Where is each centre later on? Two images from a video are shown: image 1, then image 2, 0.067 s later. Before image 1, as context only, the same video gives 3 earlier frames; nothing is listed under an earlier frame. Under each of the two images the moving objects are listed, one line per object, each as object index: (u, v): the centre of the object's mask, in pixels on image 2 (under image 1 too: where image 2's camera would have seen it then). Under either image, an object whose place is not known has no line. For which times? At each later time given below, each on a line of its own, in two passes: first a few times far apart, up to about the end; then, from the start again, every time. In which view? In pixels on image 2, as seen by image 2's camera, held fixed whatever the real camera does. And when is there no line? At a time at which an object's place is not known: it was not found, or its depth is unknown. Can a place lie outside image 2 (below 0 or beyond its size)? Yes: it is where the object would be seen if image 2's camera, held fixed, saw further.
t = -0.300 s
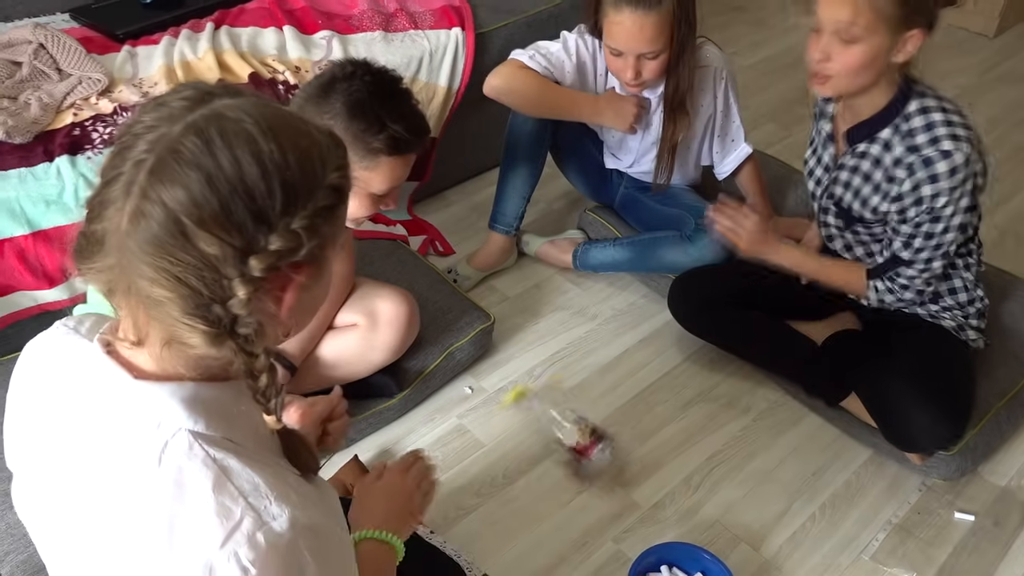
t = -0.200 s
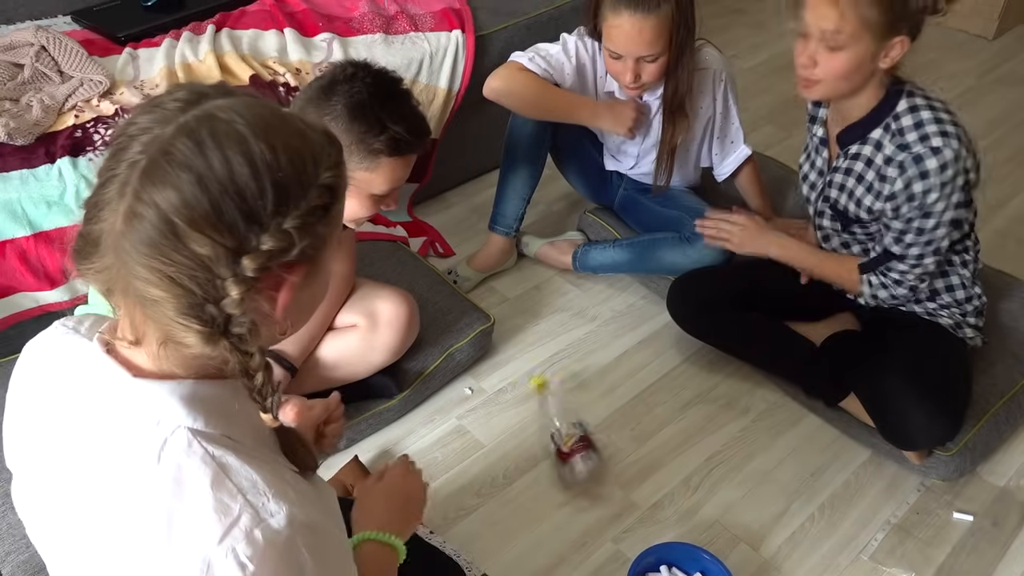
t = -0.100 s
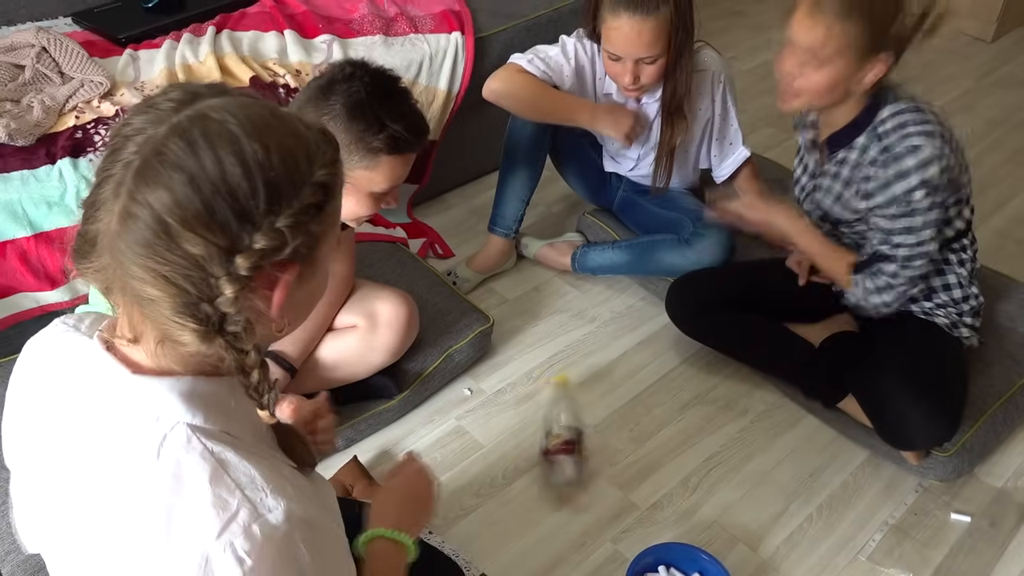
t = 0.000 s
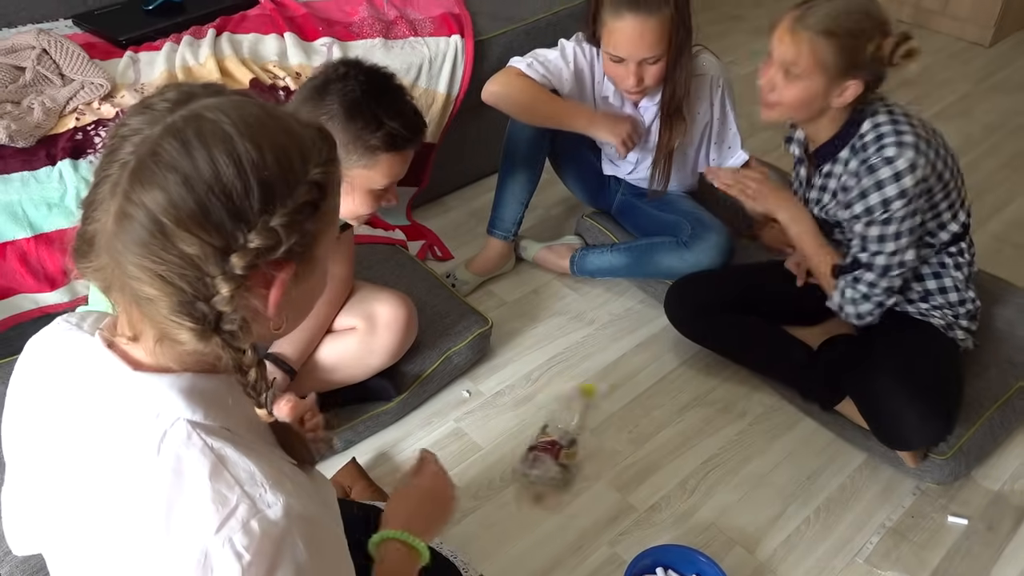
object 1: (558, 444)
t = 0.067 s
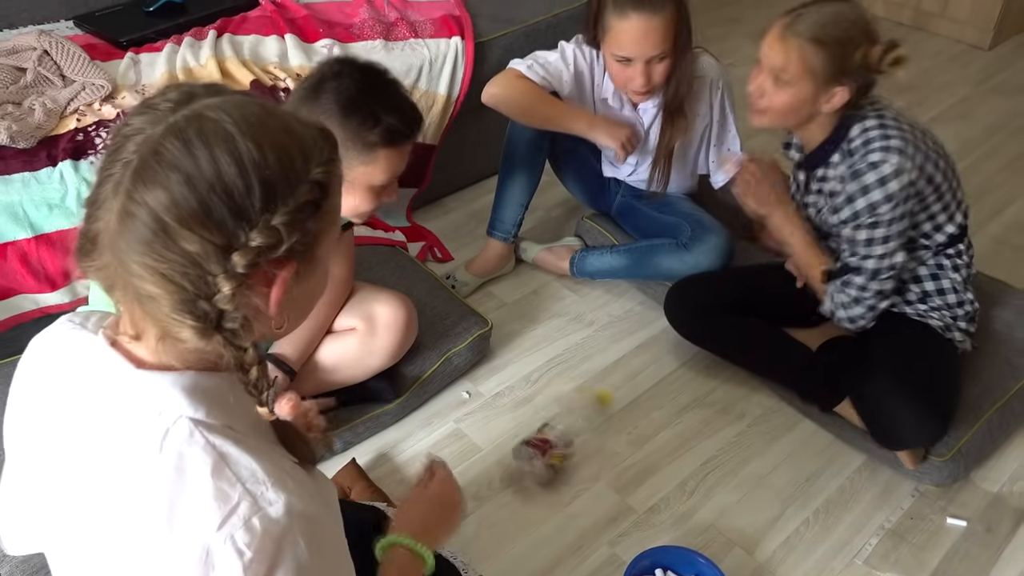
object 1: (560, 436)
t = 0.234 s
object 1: (558, 441)
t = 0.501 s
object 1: (560, 440)
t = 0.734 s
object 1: (557, 440)
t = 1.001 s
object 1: (549, 437)
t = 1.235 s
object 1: (549, 430)
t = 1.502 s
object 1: (551, 427)
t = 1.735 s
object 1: (549, 434)
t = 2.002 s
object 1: (542, 431)
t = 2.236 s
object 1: (535, 427)
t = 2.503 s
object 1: (524, 419)
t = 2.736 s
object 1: (514, 411)
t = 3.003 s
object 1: (530, 415)
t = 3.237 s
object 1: (533, 417)
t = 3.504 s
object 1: (533, 420)
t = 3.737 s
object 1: (531, 426)
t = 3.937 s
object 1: (529, 426)
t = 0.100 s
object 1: (563, 437)
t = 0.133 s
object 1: (565, 440)
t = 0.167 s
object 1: (560, 442)
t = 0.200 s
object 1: (560, 441)
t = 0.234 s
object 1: (558, 441)
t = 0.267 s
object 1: (559, 438)
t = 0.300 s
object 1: (556, 439)
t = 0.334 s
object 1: (556, 440)
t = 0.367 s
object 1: (558, 440)
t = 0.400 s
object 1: (557, 439)
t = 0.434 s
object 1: (559, 439)
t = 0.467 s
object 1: (560, 439)
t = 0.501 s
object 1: (560, 440)
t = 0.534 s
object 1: (559, 439)
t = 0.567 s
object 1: (558, 437)
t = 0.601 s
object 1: (557, 435)
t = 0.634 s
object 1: (557, 437)
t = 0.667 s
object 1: (557, 437)
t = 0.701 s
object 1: (557, 439)
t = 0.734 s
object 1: (557, 440)
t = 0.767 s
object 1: (556, 438)
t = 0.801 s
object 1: (556, 438)
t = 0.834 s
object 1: (554, 437)
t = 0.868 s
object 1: (553, 437)
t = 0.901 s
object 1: (549, 437)
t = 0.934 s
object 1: (549, 439)
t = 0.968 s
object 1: (550, 437)
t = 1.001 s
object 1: (549, 437)
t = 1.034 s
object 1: (548, 439)
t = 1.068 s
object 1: (548, 438)
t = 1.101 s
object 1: (548, 438)
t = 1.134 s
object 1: (547, 435)
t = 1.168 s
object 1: (551, 432)
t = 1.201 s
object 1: (552, 432)
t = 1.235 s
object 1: (549, 430)
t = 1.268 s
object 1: (546, 430)
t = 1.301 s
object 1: (549, 428)
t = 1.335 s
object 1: (547, 429)
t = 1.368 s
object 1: (551, 429)
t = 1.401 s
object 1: (552, 428)
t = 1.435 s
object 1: (551, 428)
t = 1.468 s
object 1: (553, 428)
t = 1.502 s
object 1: (551, 427)
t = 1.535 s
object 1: (551, 428)
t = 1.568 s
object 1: (552, 429)
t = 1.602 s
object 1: (552, 431)
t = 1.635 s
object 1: (551, 431)
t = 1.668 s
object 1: (551, 434)
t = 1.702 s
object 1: (551, 434)
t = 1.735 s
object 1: (549, 434)
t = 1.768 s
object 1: (549, 434)
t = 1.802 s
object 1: (547, 435)
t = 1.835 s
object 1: (546, 434)
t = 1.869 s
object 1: (545, 433)
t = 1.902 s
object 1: (541, 432)
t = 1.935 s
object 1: (540, 432)
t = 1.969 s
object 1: (538, 433)
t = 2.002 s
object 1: (542, 431)
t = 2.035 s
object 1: (540, 431)
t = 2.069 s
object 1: (539, 430)
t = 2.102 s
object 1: (539, 429)
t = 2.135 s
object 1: (540, 428)
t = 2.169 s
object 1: (539, 427)
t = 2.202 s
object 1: (537, 427)
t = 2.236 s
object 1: (535, 427)
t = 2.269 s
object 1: (533, 426)
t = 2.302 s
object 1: (533, 425)
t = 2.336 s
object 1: (533, 424)
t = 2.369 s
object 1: (533, 423)
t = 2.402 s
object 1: (532, 421)
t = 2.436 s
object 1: (529, 420)
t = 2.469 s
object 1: (526, 418)
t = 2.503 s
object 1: (524, 419)
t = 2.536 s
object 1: (523, 418)
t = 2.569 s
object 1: (526, 418)
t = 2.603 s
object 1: (523, 417)
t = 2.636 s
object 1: (523, 417)
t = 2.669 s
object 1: (513, 413)
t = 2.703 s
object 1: (513, 412)
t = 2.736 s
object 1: (514, 411)
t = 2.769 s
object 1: (519, 413)
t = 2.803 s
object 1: (527, 416)
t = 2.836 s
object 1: (529, 416)
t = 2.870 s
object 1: (529, 416)
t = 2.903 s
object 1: (530, 416)
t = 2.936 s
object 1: (531, 416)
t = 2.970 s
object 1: (531, 416)
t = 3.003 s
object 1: (530, 415)
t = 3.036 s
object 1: (531, 416)
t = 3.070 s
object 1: (532, 416)
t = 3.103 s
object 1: (532, 416)
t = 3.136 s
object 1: (532, 416)
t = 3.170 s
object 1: (533, 416)
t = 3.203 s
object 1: (533, 417)
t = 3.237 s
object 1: (533, 417)
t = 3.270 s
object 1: (533, 416)
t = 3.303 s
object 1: (533, 417)
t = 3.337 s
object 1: (533, 416)
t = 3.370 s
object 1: (533, 417)
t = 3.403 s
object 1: (533, 418)
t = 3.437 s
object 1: (534, 418)
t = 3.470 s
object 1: (534, 419)
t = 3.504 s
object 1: (533, 420)
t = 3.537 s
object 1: (534, 419)
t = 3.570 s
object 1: (533, 421)
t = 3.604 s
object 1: (533, 422)
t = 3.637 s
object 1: (532, 423)
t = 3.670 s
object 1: (532, 425)
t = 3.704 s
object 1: (532, 426)
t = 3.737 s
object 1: (531, 426)
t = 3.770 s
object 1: (531, 426)
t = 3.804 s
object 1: (531, 426)
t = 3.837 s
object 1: (531, 425)
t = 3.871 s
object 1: (530, 424)
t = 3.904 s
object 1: (530, 424)
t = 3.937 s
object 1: (529, 426)
